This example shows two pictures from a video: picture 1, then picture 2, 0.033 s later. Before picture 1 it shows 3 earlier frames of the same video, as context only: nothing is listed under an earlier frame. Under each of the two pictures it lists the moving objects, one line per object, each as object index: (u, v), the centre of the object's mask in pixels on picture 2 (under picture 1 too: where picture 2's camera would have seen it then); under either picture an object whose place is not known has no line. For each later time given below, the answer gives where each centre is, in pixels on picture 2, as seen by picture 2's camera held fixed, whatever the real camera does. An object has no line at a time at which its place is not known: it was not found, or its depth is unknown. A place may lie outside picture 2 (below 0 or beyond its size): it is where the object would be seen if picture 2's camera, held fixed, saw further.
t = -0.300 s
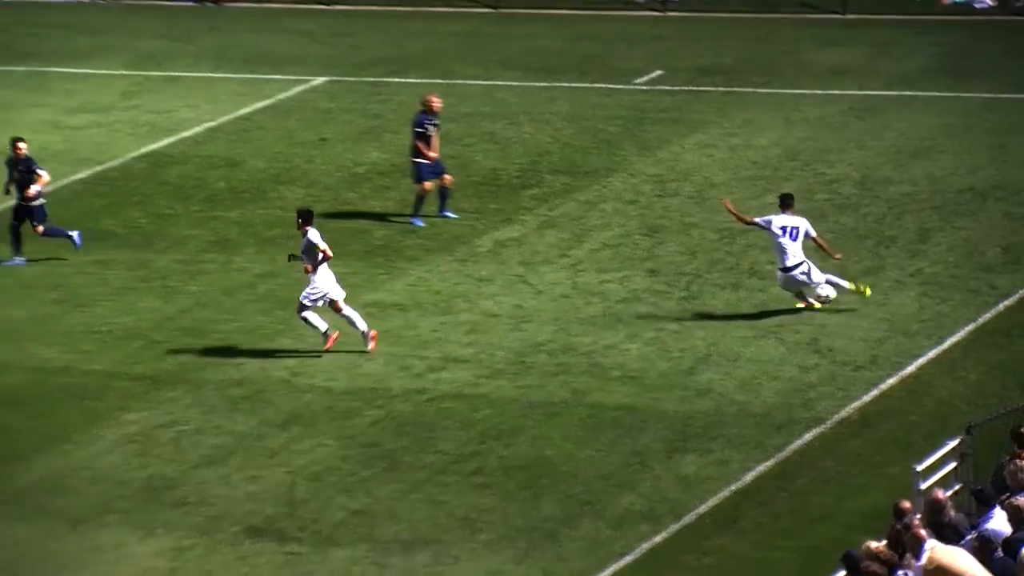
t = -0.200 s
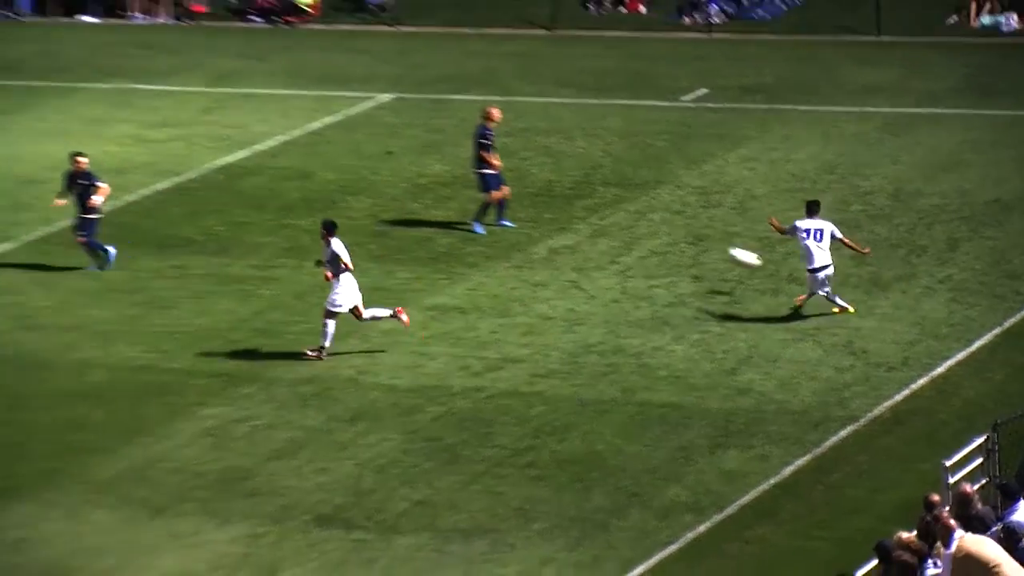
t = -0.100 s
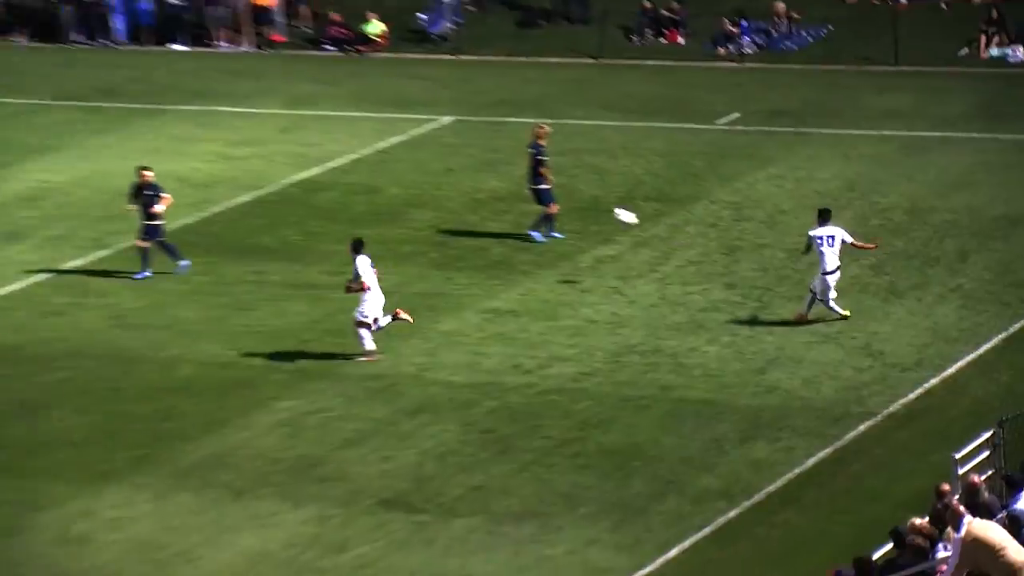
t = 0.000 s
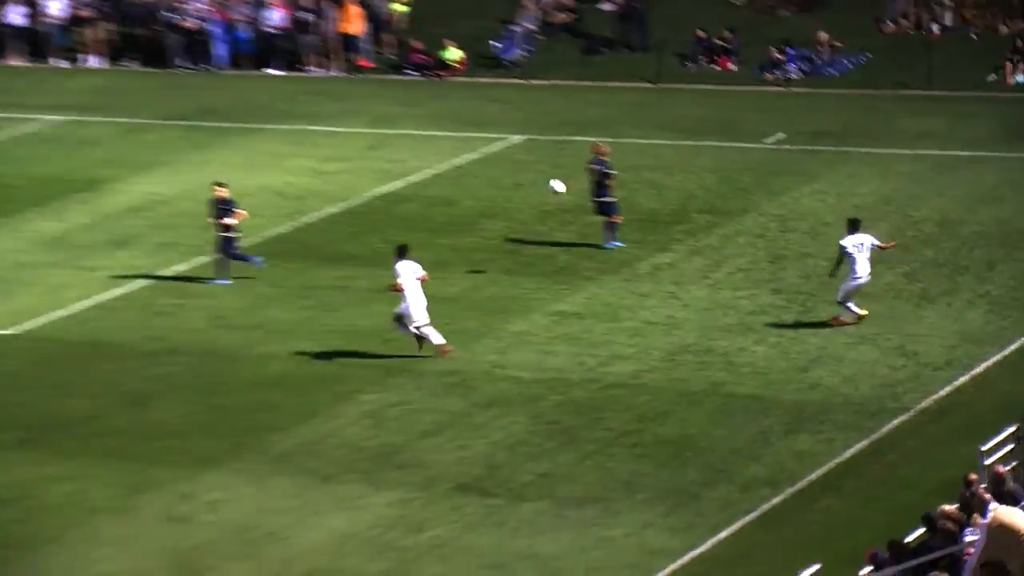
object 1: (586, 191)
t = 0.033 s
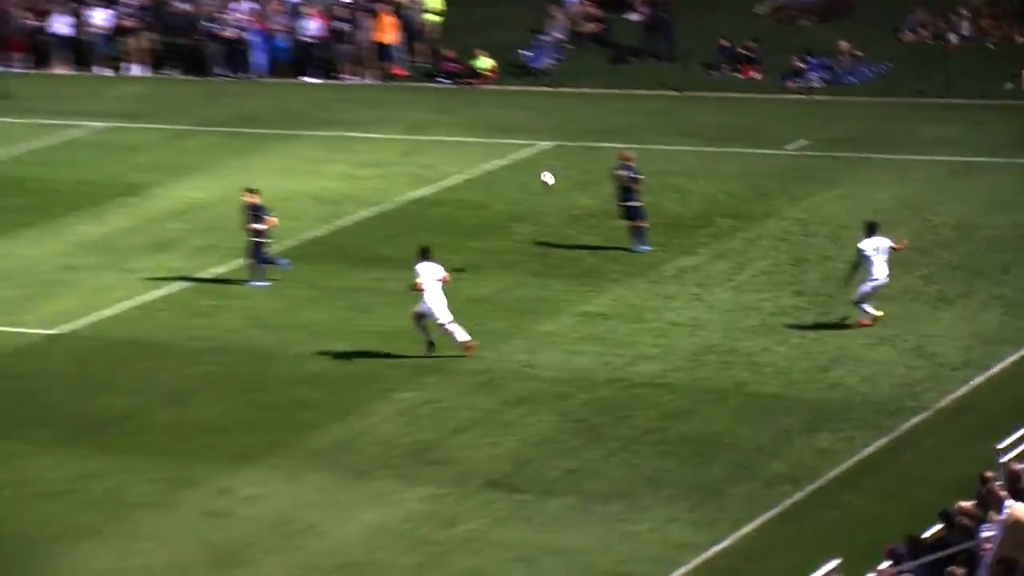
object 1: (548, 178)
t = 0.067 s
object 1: (511, 166)
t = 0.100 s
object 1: (475, 155)
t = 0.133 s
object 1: (440, 146)
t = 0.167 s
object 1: (407, 136)
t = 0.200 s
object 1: (375, 127)
